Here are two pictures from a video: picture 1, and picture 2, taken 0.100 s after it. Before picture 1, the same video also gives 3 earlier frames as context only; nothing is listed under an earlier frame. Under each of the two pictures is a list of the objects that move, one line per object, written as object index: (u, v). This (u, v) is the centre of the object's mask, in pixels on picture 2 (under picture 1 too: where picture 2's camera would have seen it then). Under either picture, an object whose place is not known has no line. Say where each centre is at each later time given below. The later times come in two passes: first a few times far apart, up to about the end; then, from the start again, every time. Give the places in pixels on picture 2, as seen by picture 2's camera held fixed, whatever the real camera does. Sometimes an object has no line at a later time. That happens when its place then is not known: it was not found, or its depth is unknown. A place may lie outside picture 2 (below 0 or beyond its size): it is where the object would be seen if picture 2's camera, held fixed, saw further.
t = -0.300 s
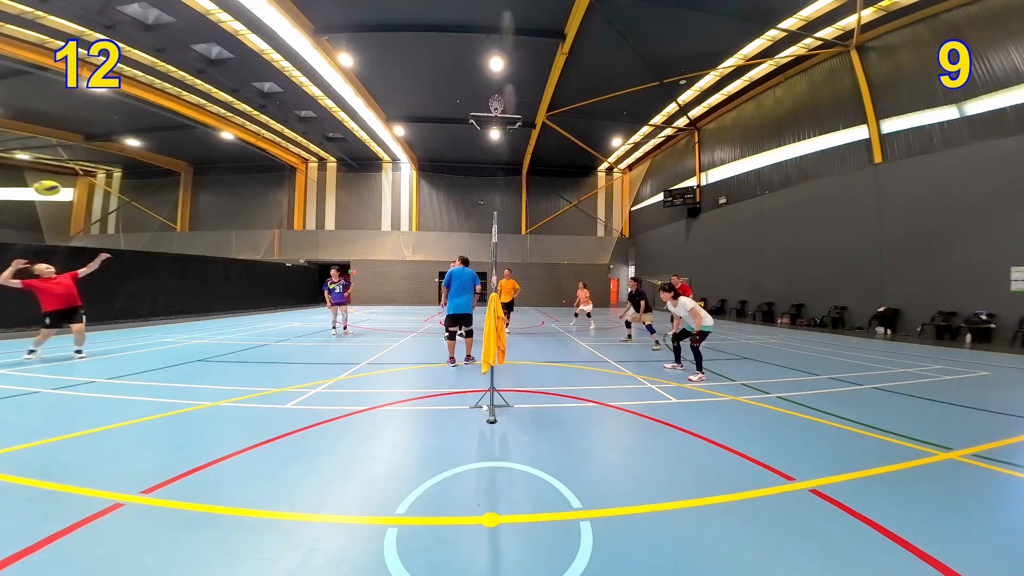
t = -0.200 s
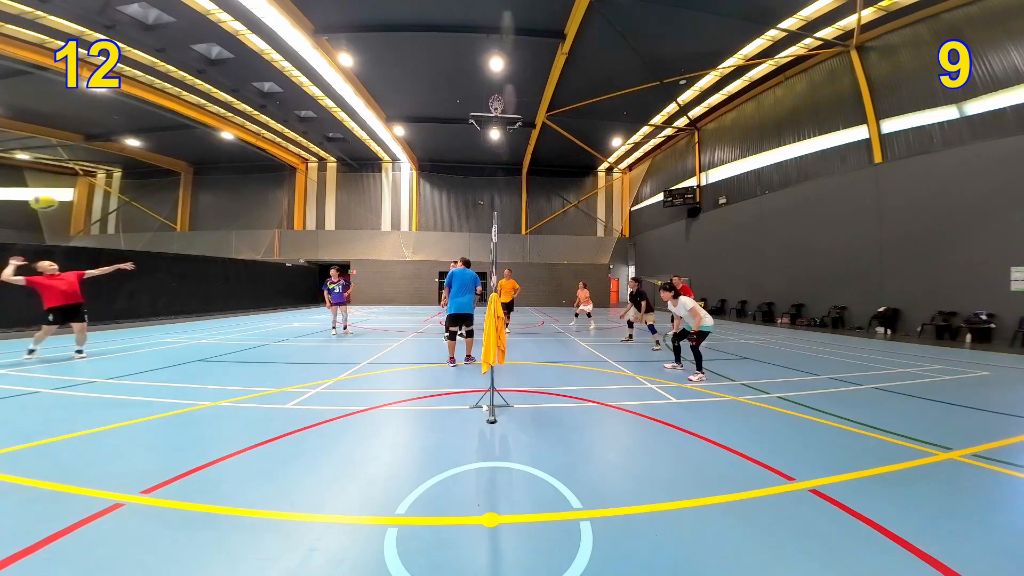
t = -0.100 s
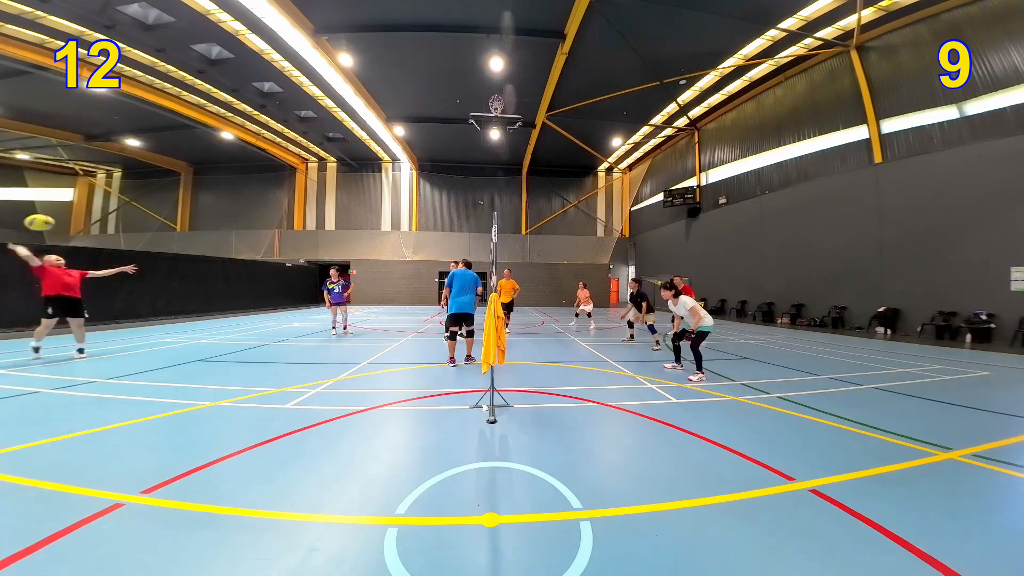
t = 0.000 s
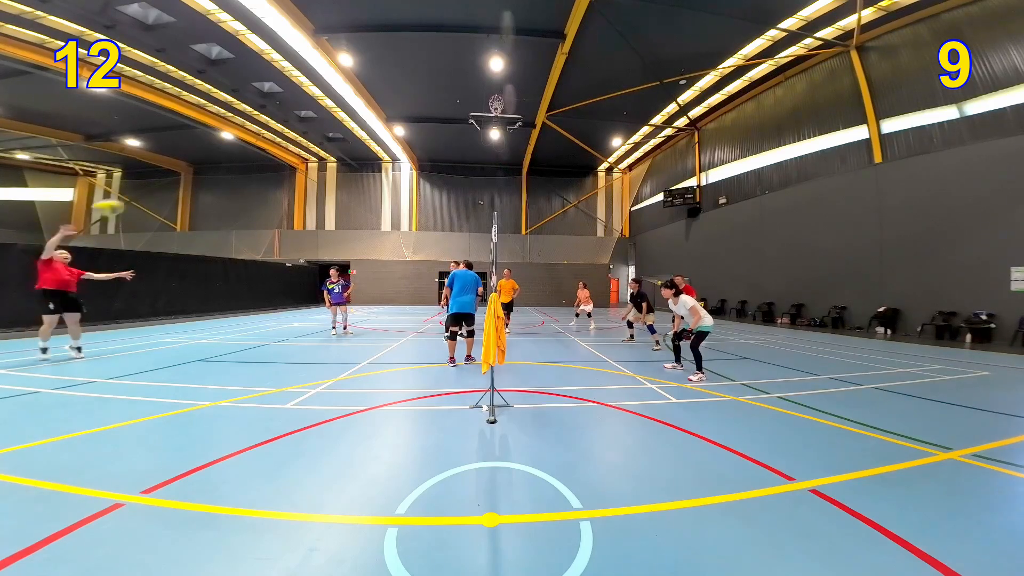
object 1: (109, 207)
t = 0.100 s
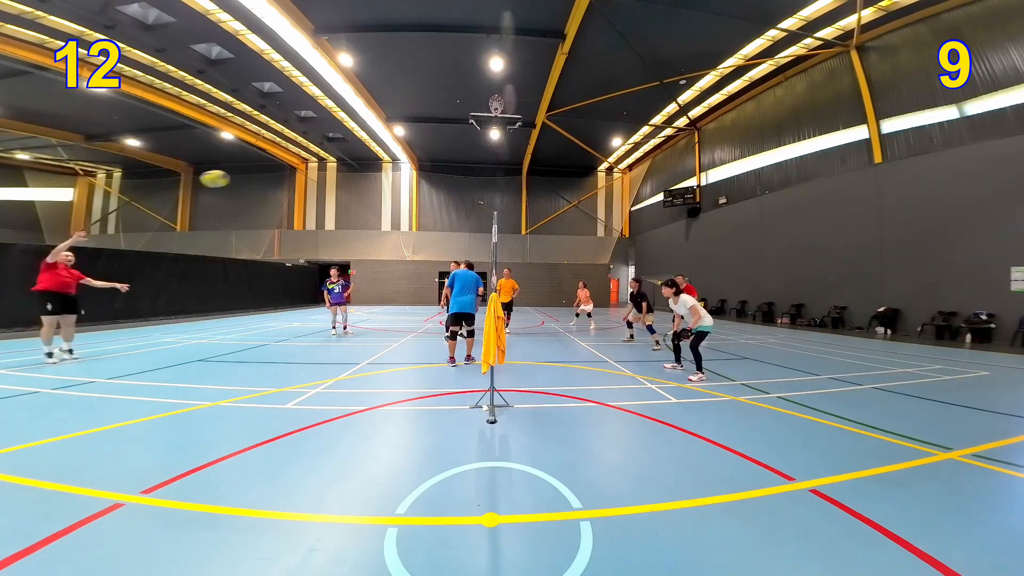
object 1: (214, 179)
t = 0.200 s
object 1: (314, 166)
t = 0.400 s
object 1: (474, 180)
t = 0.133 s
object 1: (249, 172)
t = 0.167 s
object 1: (281, 168)
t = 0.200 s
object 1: (314, 166)
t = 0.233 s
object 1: (345, 165)
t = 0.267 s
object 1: (371, 166)
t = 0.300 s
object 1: (399, 168)
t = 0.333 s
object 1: (426, 171)
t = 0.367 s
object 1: (451, 175)
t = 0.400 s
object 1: (474, 180)
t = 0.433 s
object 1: (495, 186)
